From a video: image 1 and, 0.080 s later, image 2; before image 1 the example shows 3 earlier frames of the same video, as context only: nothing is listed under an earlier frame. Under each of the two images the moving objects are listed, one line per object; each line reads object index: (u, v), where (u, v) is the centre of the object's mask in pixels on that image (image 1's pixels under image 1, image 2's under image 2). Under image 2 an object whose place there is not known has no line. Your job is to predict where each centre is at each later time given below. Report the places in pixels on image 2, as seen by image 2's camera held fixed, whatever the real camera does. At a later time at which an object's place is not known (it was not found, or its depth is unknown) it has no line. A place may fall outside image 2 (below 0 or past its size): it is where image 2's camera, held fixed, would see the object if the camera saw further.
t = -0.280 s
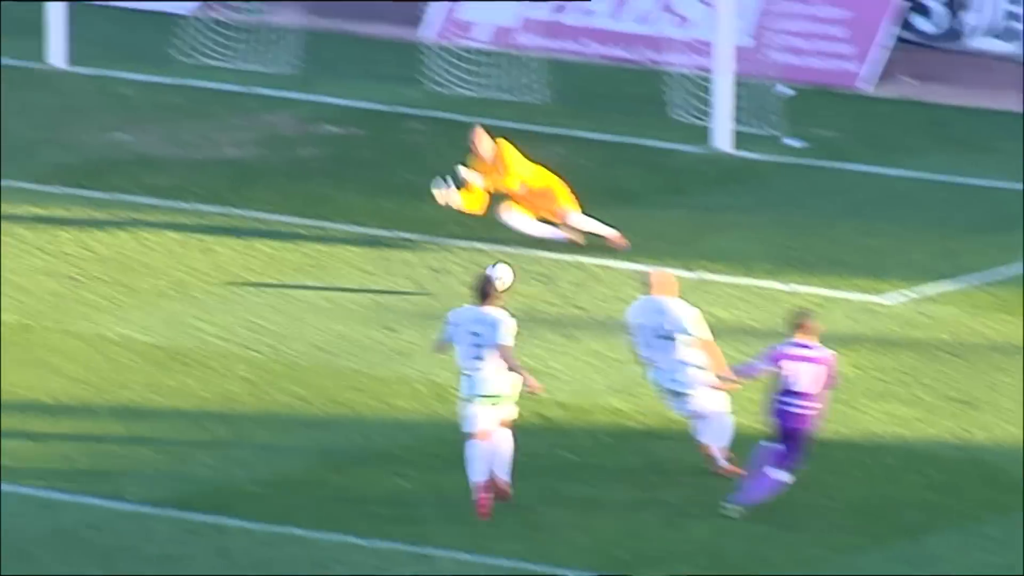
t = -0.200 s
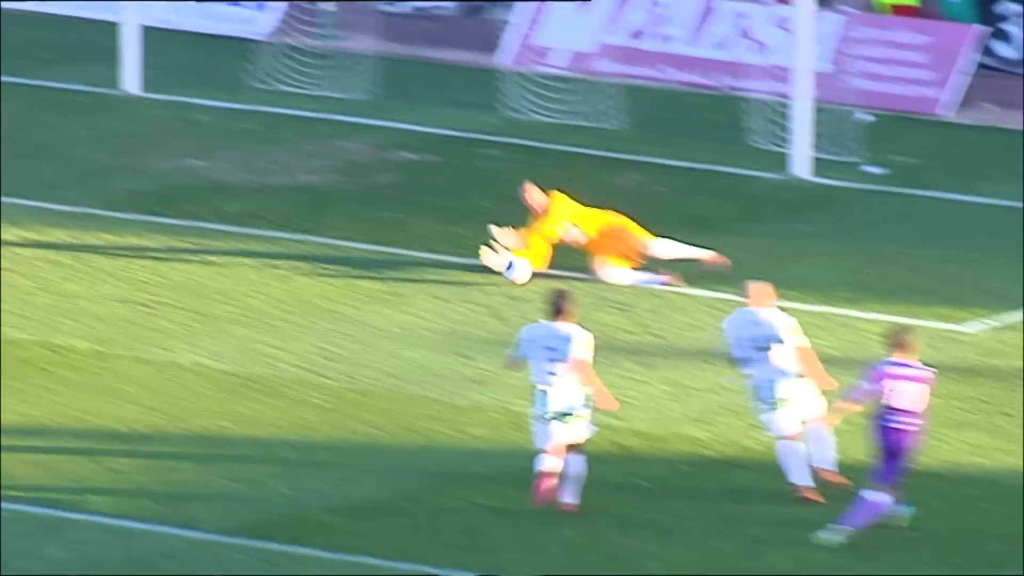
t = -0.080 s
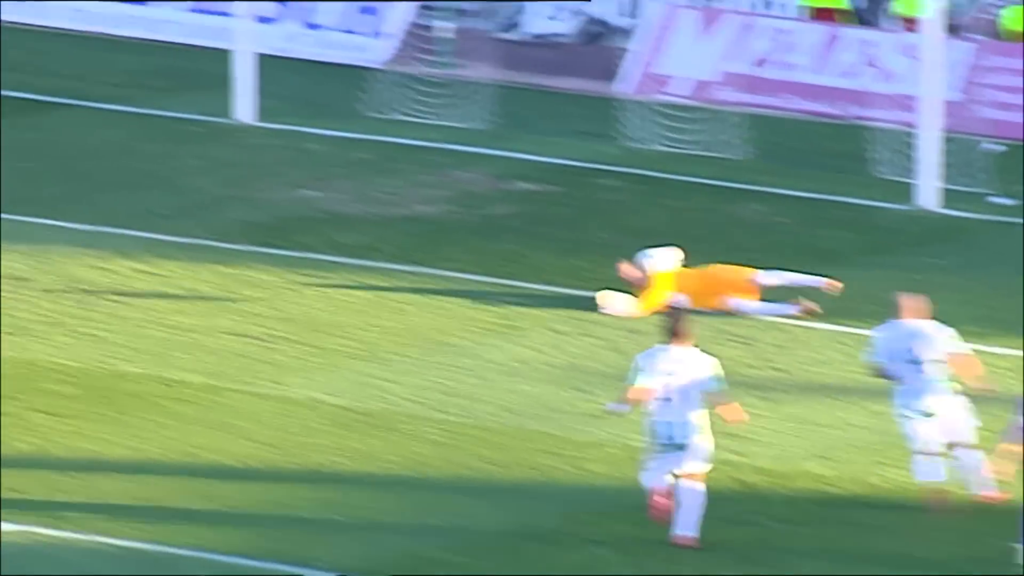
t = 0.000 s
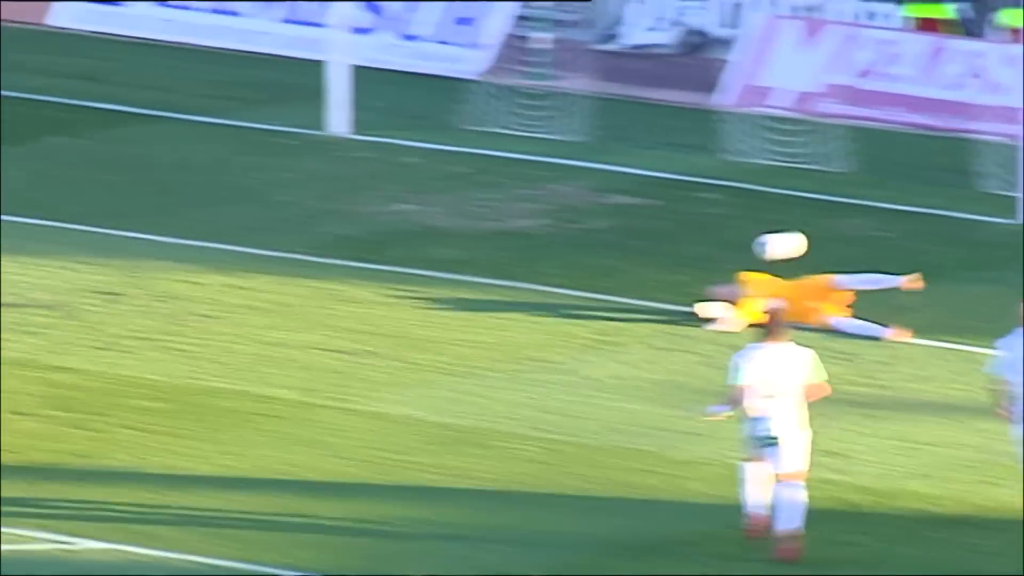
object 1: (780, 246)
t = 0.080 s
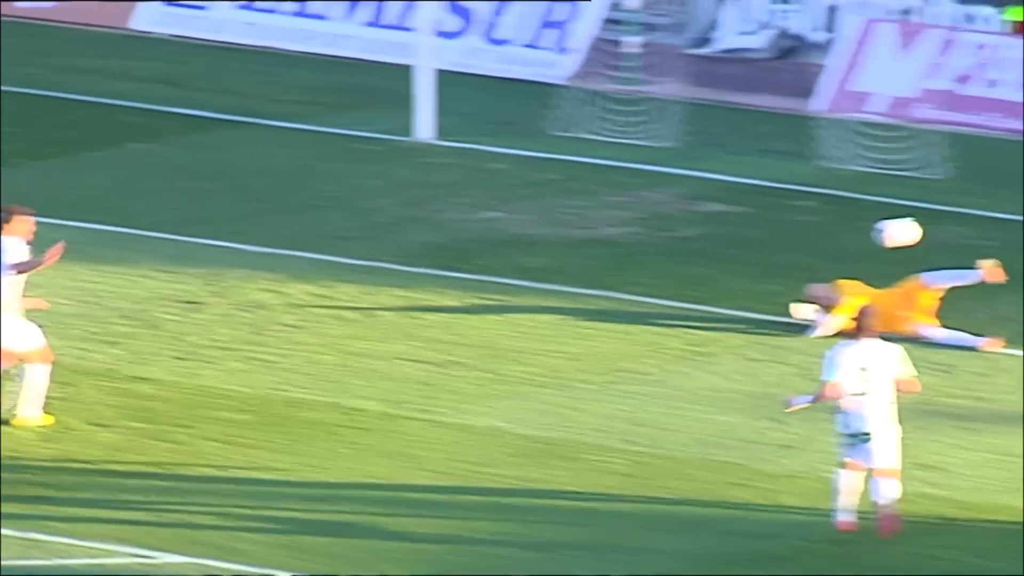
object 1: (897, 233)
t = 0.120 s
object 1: (906, 224)
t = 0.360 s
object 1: (975, 218)
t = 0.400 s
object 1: (986, 225)
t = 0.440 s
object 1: (998, 233)
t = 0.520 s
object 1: (1022, 256)
